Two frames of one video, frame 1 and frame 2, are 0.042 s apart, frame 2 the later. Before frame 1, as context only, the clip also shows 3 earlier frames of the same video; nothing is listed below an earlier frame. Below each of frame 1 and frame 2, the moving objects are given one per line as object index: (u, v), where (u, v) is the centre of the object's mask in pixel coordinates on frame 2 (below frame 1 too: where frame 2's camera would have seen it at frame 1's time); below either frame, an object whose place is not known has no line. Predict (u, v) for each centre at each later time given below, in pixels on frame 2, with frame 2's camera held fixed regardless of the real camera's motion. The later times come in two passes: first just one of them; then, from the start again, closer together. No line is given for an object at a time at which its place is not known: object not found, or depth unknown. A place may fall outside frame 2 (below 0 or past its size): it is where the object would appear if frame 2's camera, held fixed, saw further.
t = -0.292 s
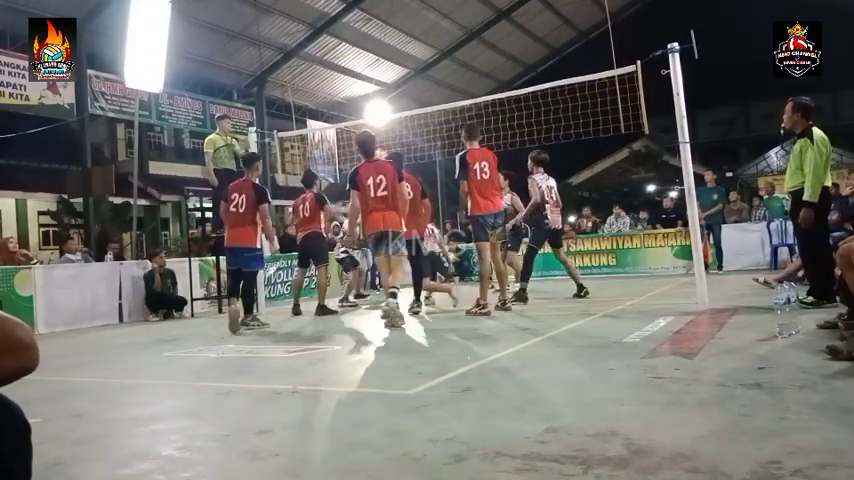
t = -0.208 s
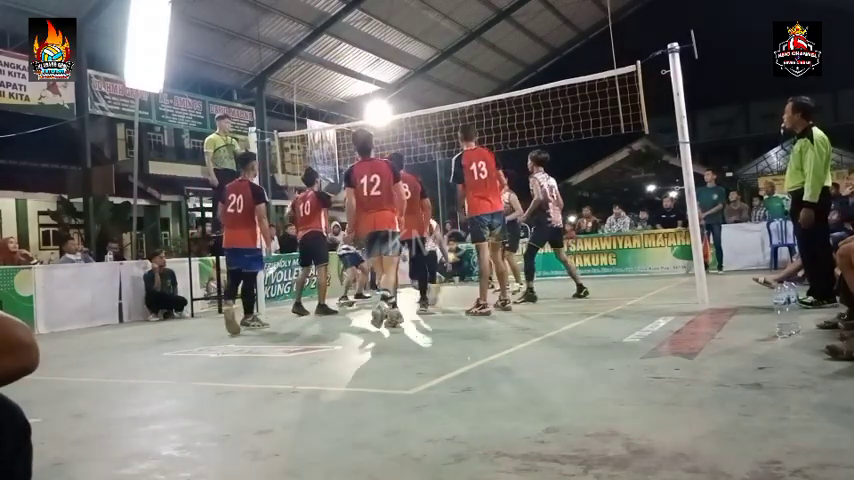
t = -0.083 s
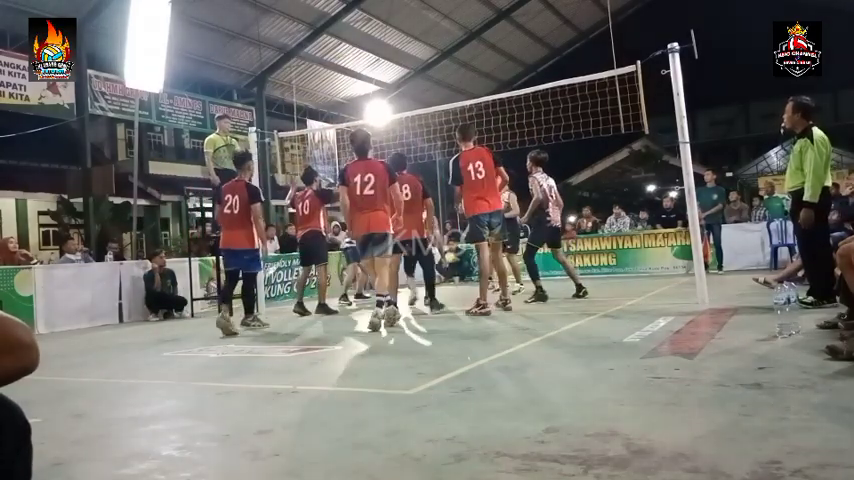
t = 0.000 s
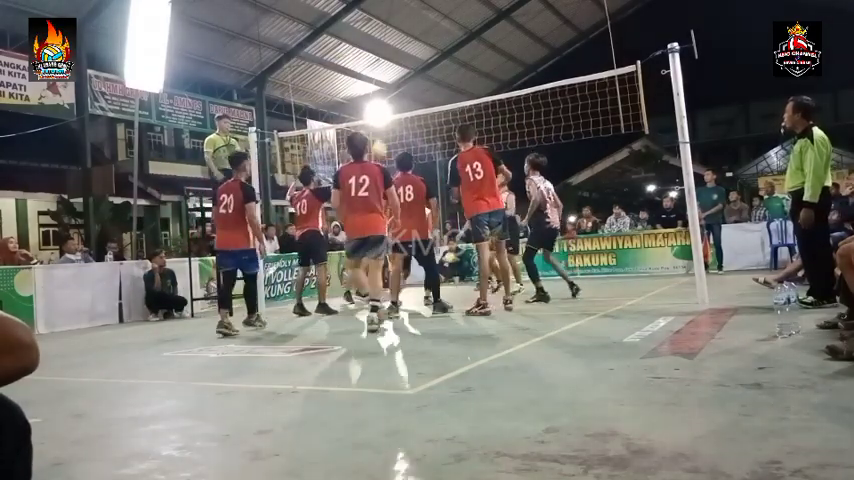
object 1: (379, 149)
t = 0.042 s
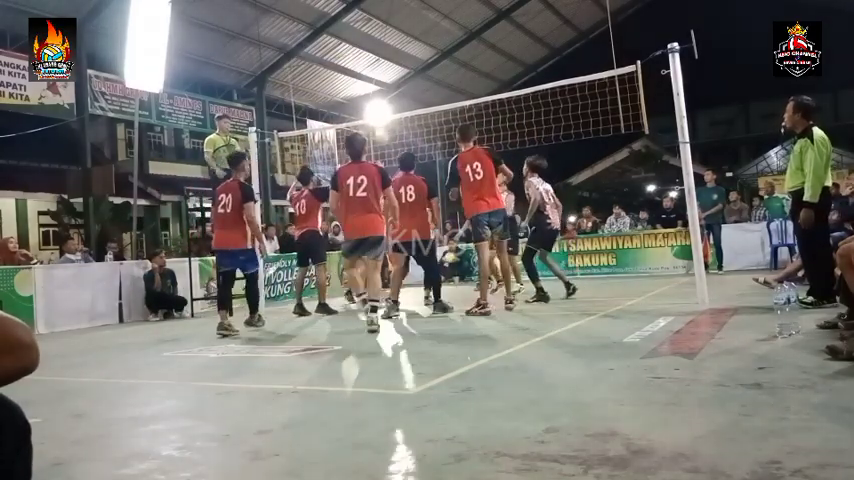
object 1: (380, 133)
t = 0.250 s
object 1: (395, 72)
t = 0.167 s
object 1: (391, 89)
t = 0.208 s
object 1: (393, 80)
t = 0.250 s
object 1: (395, 72)
